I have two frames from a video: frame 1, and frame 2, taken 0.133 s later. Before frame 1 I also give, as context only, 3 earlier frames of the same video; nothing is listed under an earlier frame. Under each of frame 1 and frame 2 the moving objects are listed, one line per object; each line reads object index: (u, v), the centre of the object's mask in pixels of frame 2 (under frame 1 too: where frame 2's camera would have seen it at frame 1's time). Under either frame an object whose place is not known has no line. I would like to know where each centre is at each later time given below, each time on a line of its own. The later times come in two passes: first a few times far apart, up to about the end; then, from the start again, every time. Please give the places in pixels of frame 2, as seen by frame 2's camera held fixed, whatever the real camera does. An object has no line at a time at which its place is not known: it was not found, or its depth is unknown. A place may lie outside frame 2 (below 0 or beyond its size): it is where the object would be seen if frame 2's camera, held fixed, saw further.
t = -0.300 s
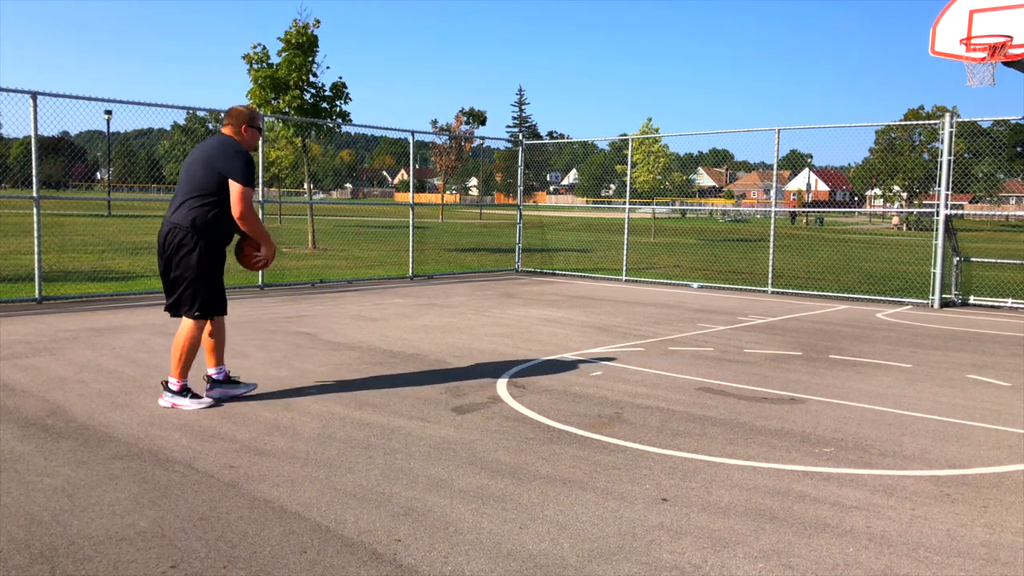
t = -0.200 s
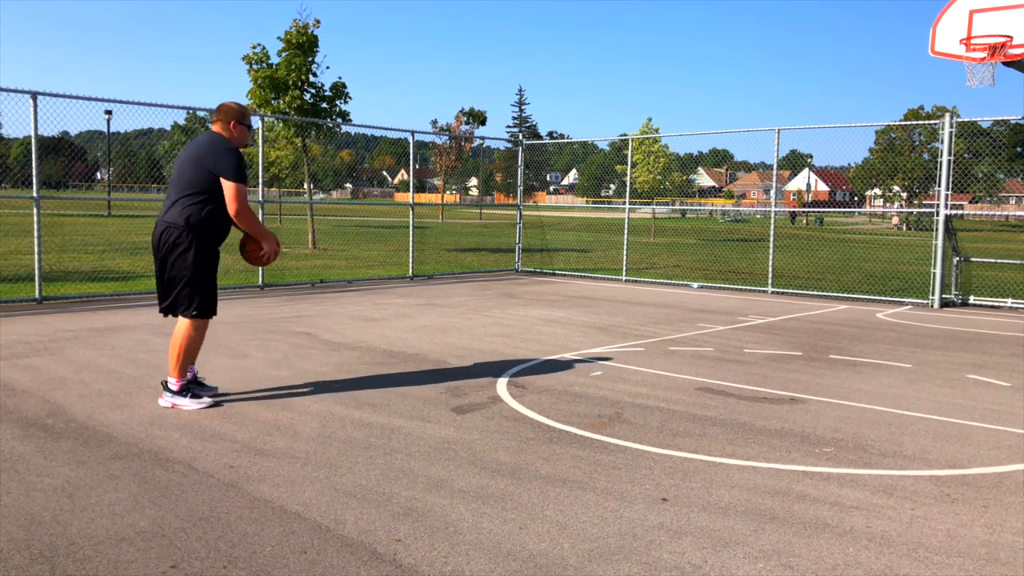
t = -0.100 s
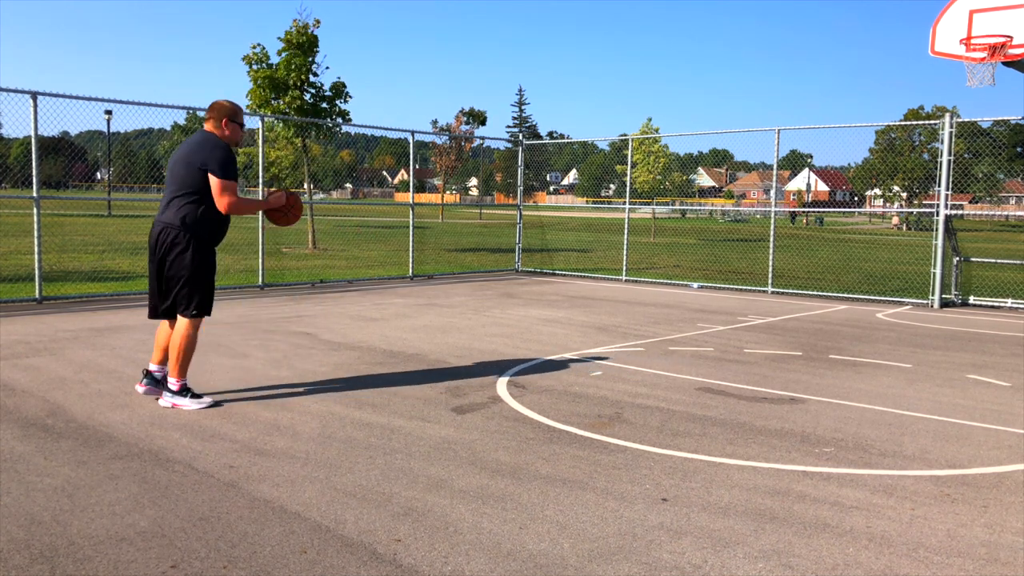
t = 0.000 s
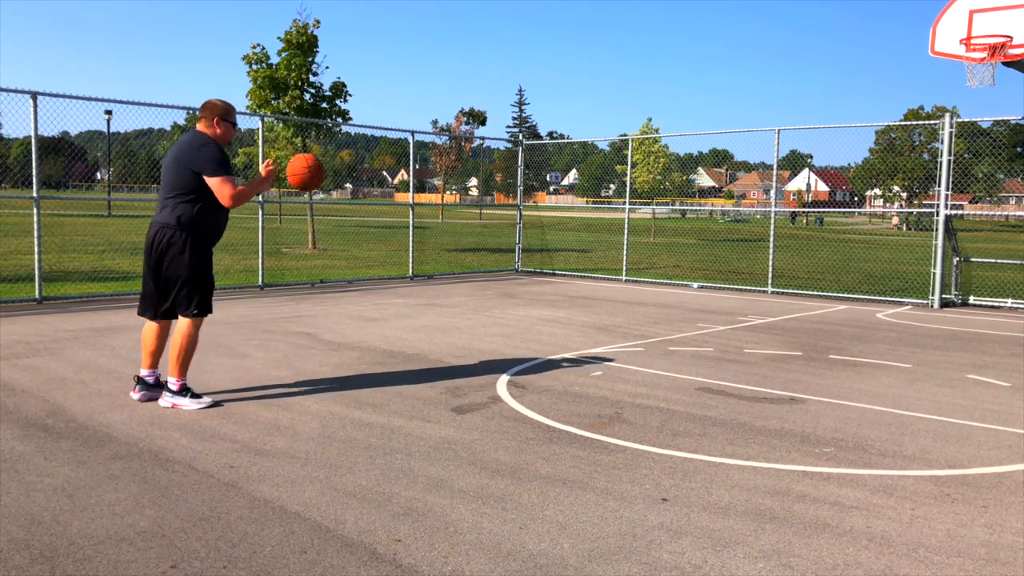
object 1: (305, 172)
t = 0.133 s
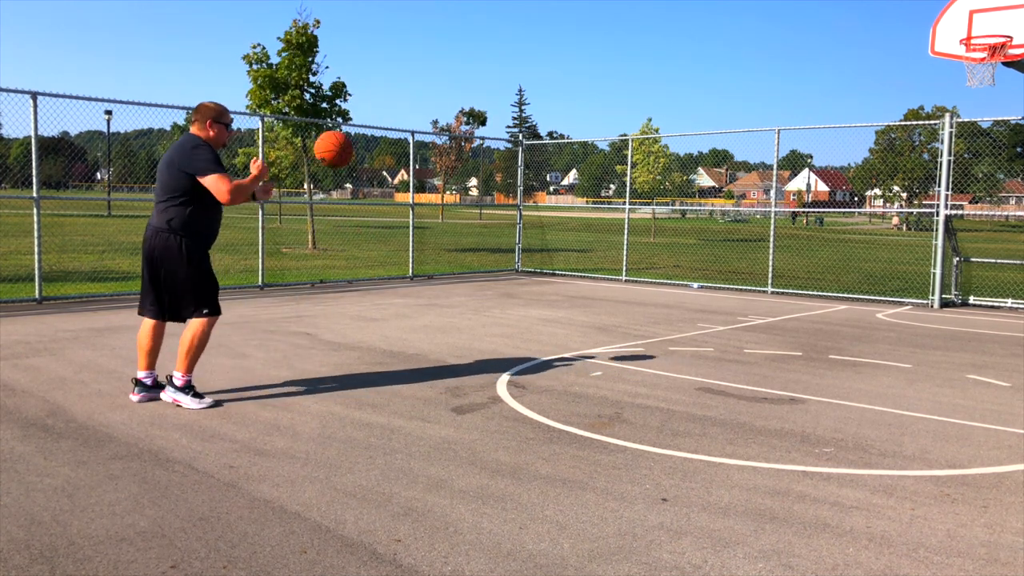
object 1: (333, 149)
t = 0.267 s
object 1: (361, 153)
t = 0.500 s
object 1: (405, 223)
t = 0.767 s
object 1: (443, 354)
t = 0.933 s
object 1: (417, 275)
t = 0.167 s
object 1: (340, 148)
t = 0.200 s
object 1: (347, 148)
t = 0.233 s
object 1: (354, 150)
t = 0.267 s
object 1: (361, 153)
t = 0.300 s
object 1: (367, 159)
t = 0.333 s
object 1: (373, 166)
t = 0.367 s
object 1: (380, 174)
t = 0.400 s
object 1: (386, 184)
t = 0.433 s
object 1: (393, 195)
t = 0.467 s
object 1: (399, 208)
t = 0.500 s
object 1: (405, 223)
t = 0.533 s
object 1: (411, 239)
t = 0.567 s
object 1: (417, 255)
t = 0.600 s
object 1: (423, 274)
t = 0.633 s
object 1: (429, 294)
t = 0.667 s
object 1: (434, 315)
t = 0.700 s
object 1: (440, 337)
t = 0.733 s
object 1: (446, 360)
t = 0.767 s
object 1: (443, 354)
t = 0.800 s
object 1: (438, 335)
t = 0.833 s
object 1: (433, 318)
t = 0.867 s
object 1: (428, 303)
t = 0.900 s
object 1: (423, 288)
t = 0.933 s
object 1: (417, 275)
